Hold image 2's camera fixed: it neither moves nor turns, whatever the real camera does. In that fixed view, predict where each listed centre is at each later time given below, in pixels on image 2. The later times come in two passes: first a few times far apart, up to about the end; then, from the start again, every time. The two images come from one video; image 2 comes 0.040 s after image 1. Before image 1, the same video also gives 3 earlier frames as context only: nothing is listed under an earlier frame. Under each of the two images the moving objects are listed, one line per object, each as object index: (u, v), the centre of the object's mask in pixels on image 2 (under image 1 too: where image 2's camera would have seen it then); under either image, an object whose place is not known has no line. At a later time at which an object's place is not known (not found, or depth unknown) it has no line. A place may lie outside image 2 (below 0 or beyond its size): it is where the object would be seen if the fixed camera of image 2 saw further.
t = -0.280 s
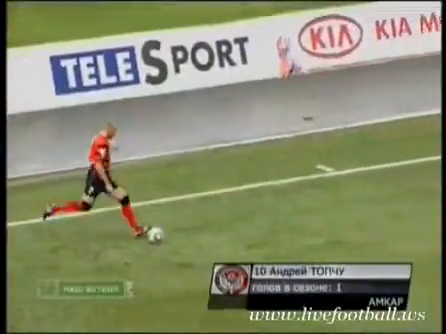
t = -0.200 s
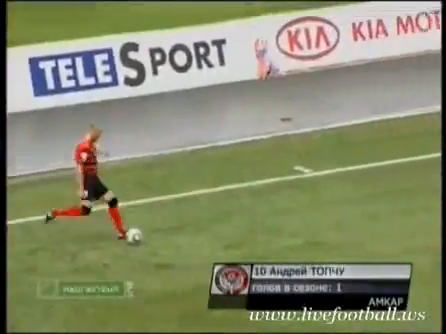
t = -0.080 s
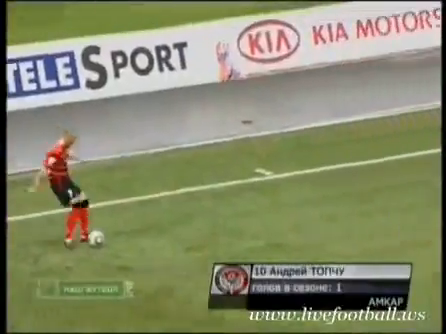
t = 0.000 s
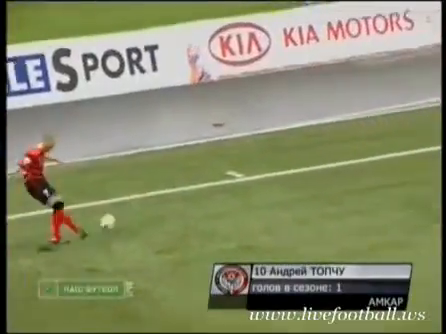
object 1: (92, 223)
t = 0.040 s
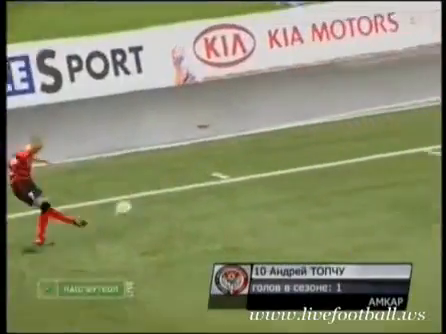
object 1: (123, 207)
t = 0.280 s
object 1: (306, 127)
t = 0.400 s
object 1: (394, 89)
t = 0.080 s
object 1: (154, 193)
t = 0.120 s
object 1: (185, 180)
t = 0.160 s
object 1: (216, 165)
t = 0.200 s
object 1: (245, 152)
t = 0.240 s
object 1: (275, 139)
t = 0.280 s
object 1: (306, 127)
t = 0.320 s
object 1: (334, 113)
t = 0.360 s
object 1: (363, 101)
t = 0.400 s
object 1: (394, 89)
